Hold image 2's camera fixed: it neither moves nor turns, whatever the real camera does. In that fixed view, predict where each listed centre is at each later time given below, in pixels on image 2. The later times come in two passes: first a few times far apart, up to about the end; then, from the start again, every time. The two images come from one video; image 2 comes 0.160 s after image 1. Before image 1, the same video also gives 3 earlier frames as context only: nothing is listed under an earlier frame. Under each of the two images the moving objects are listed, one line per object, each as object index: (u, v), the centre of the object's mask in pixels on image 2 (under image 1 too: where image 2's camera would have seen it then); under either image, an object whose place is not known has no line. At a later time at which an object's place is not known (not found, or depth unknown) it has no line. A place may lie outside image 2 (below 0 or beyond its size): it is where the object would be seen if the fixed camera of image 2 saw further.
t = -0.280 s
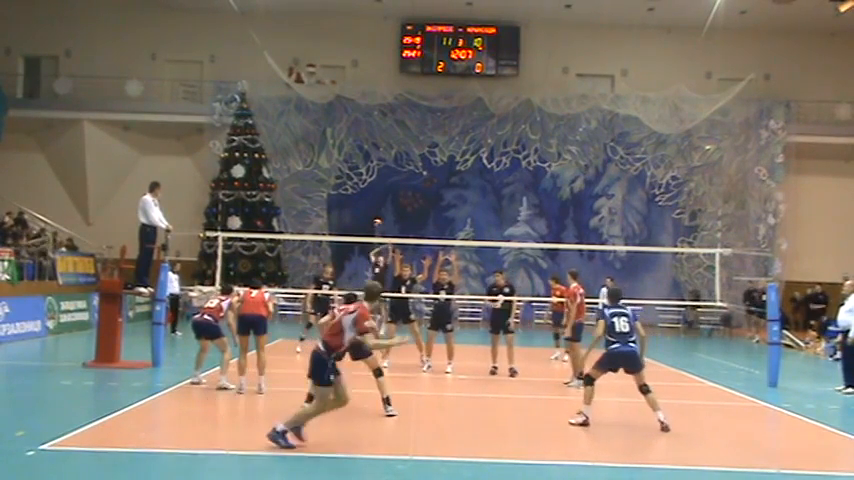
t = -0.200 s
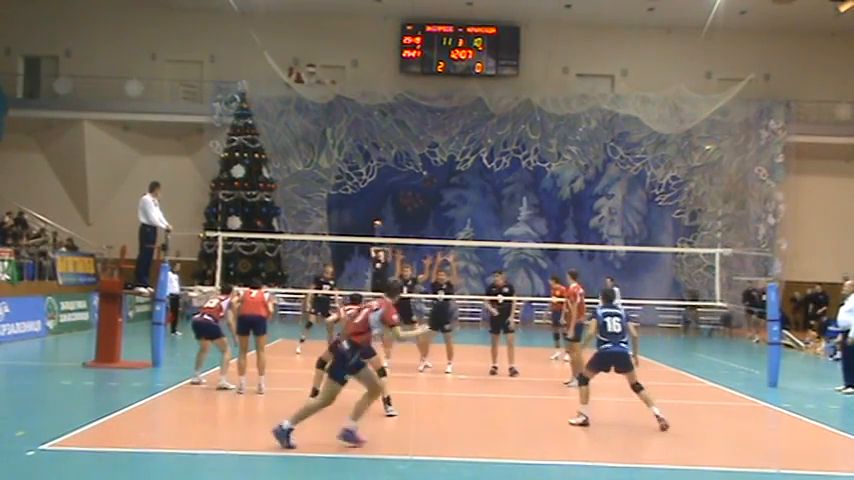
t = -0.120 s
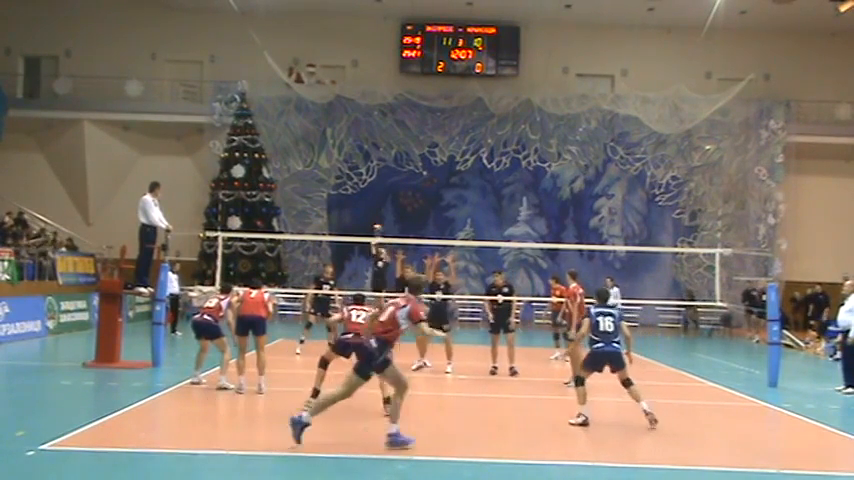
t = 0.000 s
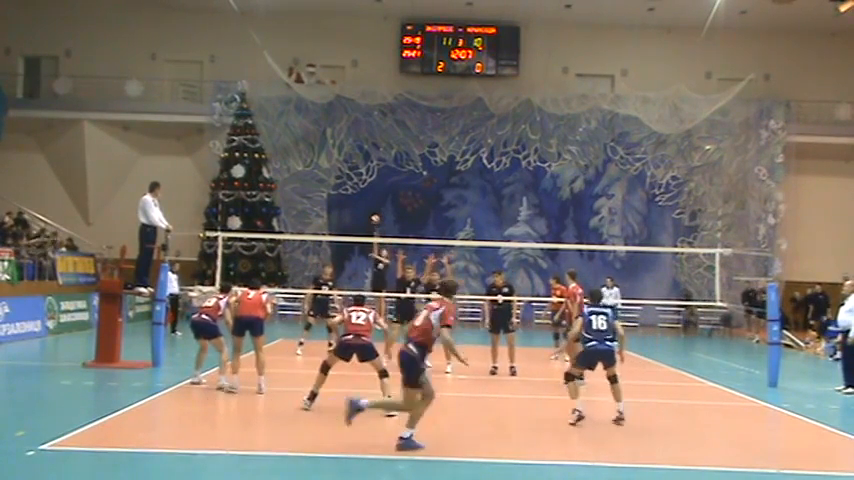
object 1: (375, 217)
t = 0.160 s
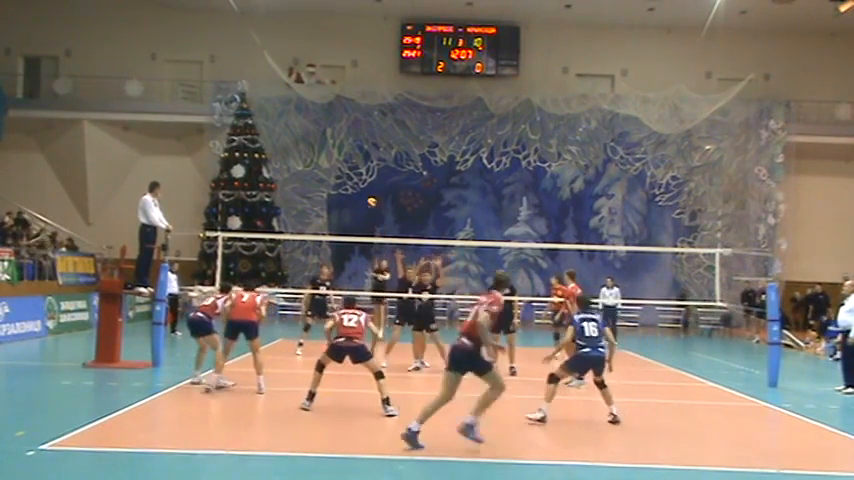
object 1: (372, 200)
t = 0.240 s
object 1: (370, 194)
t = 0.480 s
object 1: (364, 187)
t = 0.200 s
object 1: (371, 197)
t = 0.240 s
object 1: (370, 194)
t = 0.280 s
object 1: (368, 192)
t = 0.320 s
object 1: (367, 190)
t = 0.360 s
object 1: (366, 188)
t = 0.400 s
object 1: (365, 188)
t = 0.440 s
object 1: (365, 187)
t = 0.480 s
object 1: (364, 187)
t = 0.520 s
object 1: (363, 187)
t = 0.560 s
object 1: (362, 189)
